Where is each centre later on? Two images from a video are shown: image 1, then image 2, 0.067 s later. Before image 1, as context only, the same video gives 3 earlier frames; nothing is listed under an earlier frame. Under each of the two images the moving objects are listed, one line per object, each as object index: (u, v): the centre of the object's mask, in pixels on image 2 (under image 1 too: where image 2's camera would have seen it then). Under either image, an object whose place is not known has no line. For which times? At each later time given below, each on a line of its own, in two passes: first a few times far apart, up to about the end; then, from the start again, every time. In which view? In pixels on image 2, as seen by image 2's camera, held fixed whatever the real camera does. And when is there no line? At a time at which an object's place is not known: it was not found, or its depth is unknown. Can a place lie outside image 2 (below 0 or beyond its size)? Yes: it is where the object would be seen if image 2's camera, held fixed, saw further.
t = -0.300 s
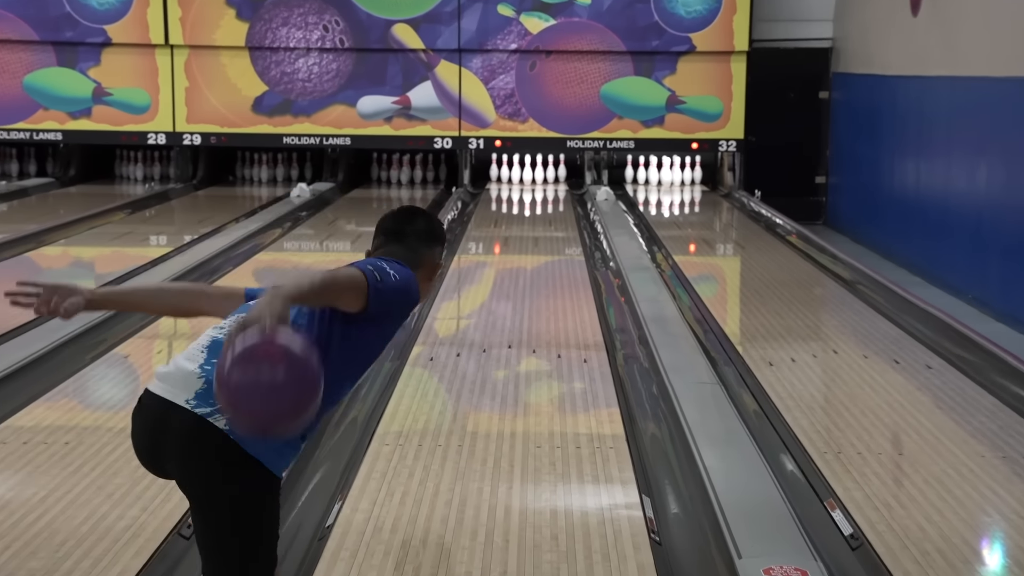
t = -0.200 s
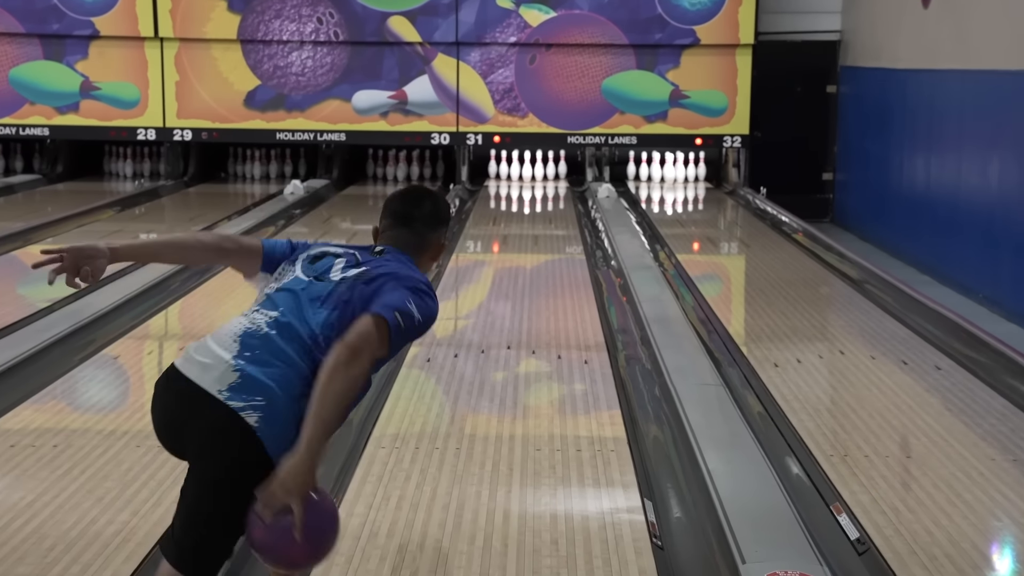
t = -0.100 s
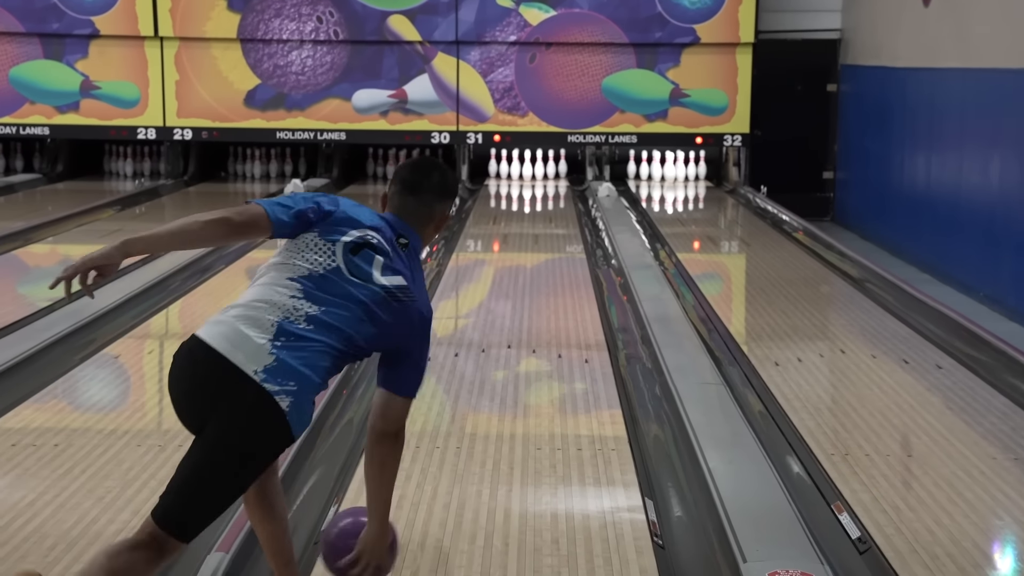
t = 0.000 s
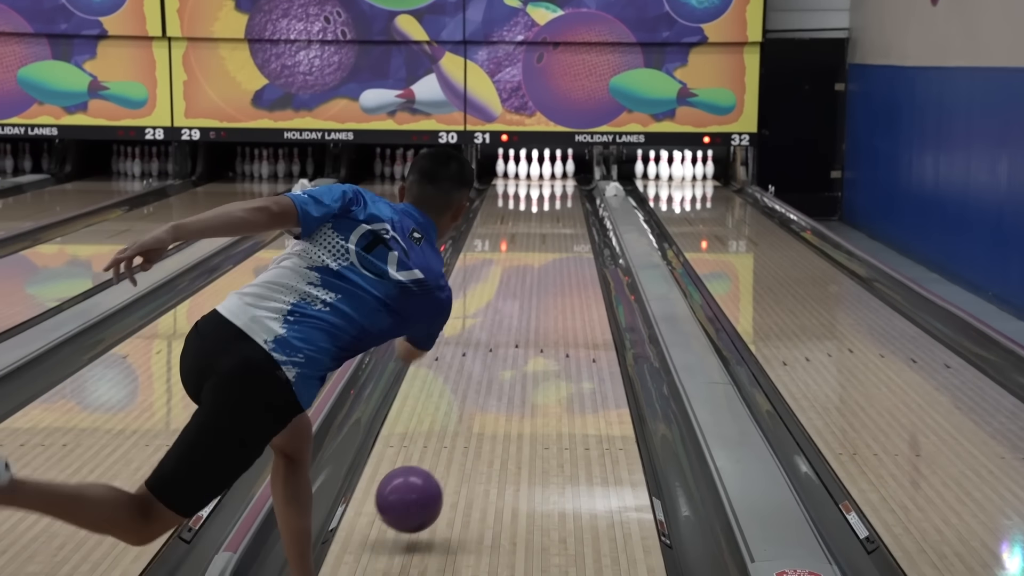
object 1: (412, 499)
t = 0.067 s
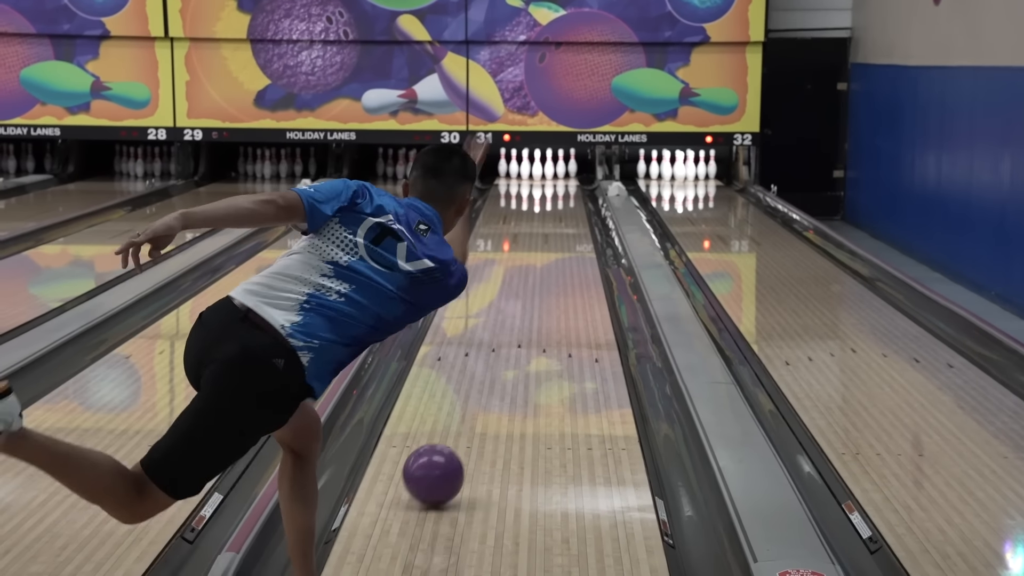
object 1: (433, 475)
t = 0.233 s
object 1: (474, 404)
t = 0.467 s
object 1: (513, 338)
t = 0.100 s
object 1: (443, 457)
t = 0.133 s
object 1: (452, 444)
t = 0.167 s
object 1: (460, 429)
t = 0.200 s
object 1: (467, 416)
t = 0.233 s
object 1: (474, 404)
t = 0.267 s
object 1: (480, 392)
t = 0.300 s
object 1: (486, 381)
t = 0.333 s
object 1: (492, 371)
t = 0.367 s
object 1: (498, 362)
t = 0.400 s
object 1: (503, 353)
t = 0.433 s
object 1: (508, 345)
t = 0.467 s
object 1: (513, 338)
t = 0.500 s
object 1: (522, 330)
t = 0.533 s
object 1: (522, 323)
